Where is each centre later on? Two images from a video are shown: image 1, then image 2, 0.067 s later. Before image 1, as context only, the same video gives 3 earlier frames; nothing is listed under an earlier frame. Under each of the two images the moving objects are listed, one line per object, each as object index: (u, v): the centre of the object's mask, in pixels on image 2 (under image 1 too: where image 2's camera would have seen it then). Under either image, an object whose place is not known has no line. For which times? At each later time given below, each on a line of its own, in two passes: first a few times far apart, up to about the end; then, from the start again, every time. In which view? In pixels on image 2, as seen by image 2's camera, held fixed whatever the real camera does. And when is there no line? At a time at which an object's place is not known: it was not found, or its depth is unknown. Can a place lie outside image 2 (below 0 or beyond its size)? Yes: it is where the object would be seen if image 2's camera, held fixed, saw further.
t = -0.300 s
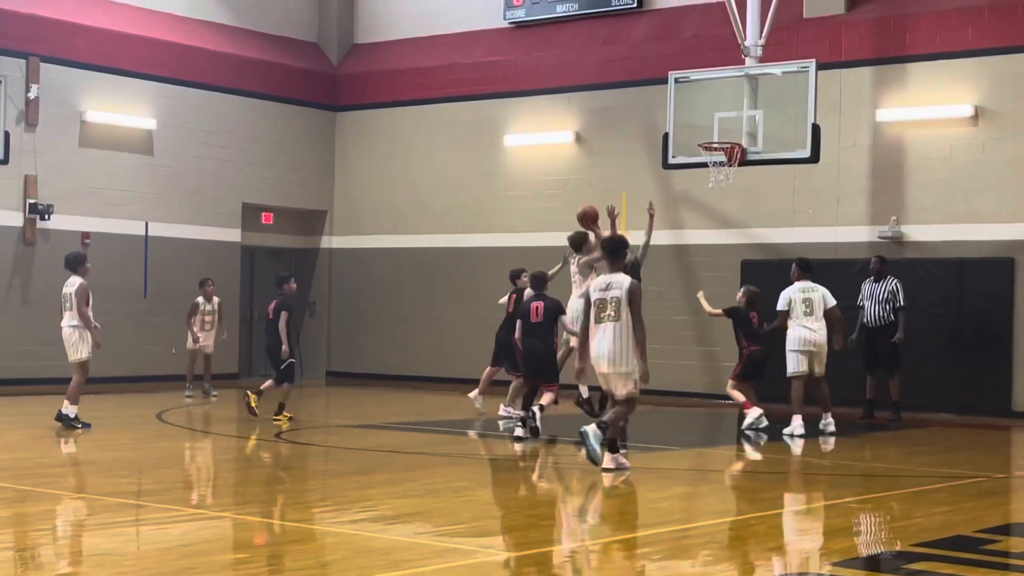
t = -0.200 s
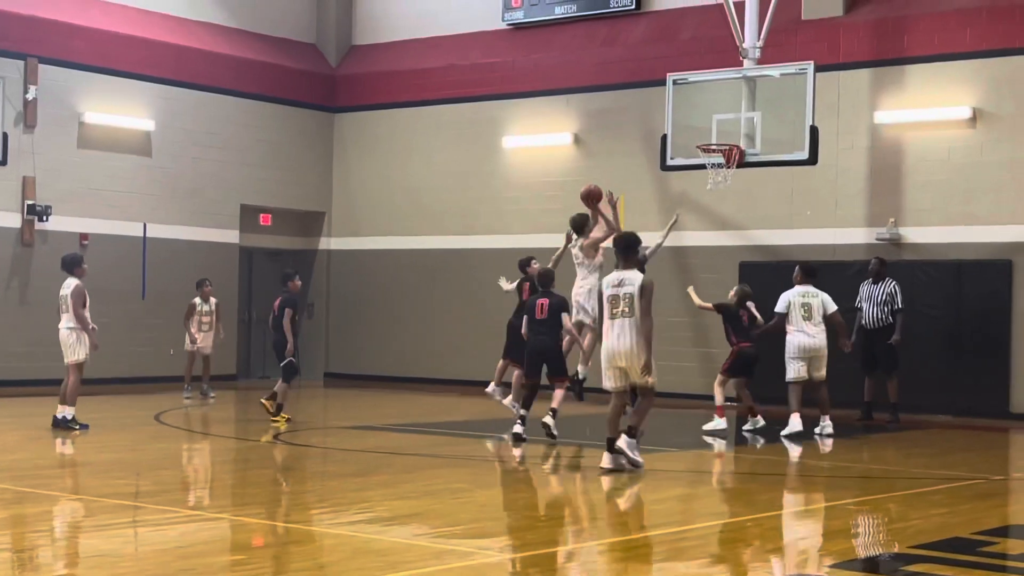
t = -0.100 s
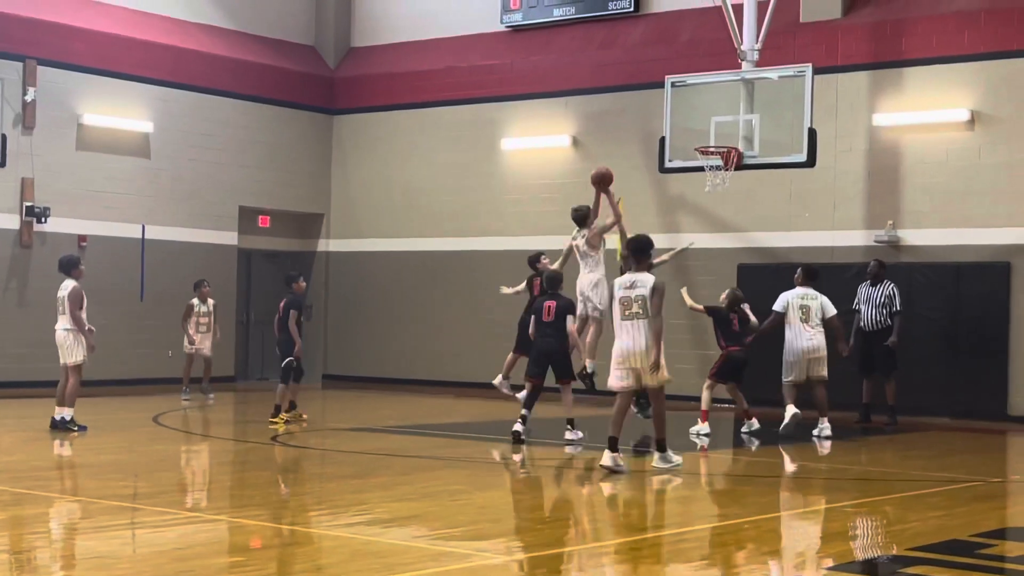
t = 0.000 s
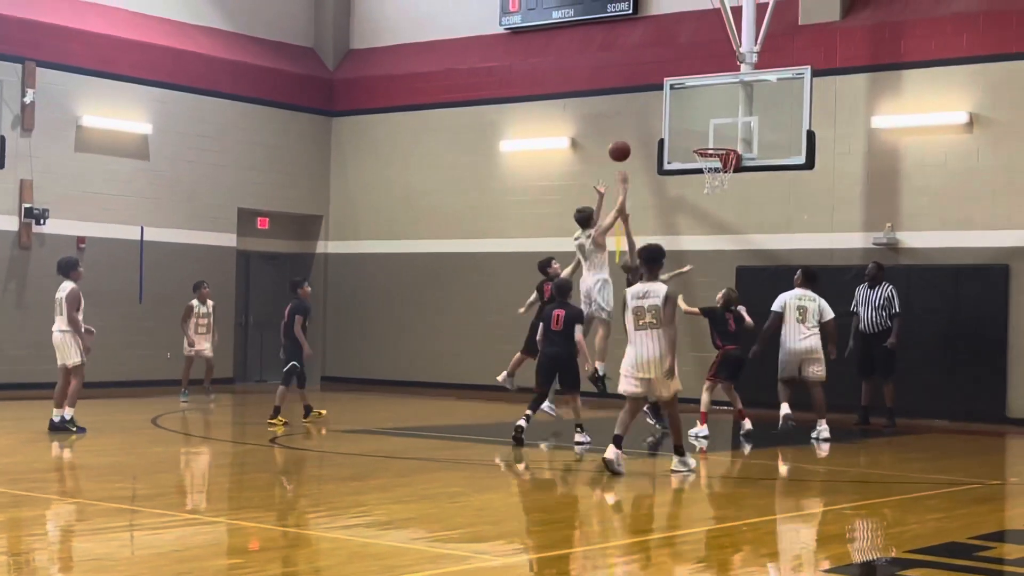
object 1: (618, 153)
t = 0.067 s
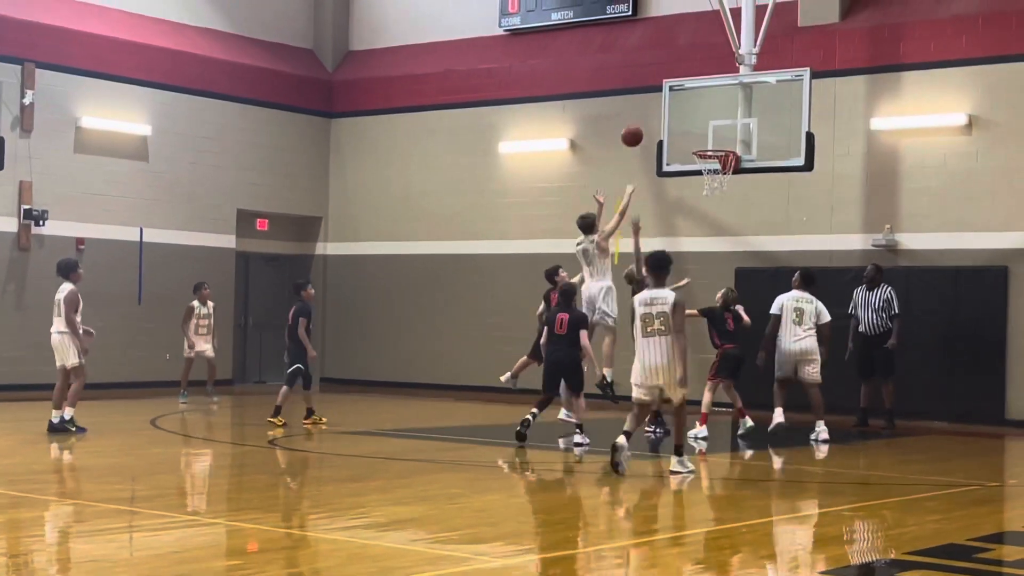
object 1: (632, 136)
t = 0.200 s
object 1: (657, 116)
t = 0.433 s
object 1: (699, 119)
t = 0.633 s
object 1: (717, 145)
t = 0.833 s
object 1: (703, 126)
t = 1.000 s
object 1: (703, 126)
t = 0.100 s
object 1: (638, 129)
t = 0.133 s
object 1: (645, 124)
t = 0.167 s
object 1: (651, 119)
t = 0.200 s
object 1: (657, 116)
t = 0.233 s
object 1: (664, 113)
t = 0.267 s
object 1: (669, 112)
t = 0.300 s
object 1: (676, 111)
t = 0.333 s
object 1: (682, 112)
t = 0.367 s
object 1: (687, 114)
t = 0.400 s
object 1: (693, 116)
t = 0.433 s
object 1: (699, 119)
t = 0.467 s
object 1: (705, 124)
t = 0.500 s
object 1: (710, 129)
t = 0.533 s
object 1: (716, 135)
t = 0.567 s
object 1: (721, 142)
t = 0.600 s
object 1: (724, 146)
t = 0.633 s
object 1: (717, 145)
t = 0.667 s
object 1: (709, 144)
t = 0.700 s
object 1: (703, 143)
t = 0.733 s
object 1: (703, 138)
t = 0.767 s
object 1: (703, 133)
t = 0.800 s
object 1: (703, 129)
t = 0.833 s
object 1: (703, 126)
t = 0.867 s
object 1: (703, 124)
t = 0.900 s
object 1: (703, 123)
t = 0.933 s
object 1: (703, 123)
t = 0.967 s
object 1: (703, 124)
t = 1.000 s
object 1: (703, 126)
